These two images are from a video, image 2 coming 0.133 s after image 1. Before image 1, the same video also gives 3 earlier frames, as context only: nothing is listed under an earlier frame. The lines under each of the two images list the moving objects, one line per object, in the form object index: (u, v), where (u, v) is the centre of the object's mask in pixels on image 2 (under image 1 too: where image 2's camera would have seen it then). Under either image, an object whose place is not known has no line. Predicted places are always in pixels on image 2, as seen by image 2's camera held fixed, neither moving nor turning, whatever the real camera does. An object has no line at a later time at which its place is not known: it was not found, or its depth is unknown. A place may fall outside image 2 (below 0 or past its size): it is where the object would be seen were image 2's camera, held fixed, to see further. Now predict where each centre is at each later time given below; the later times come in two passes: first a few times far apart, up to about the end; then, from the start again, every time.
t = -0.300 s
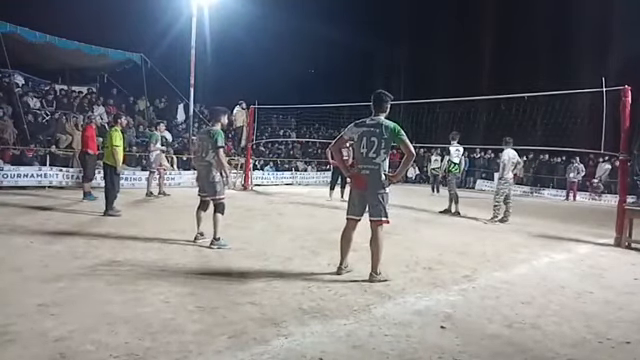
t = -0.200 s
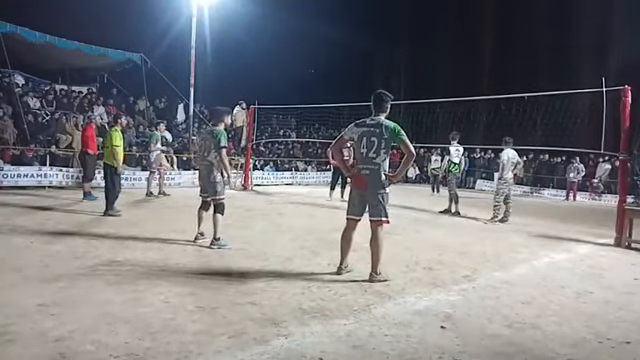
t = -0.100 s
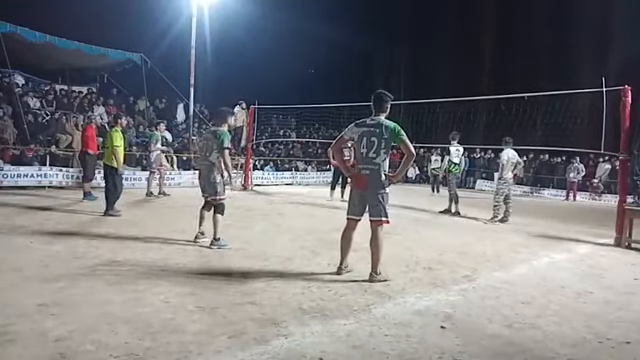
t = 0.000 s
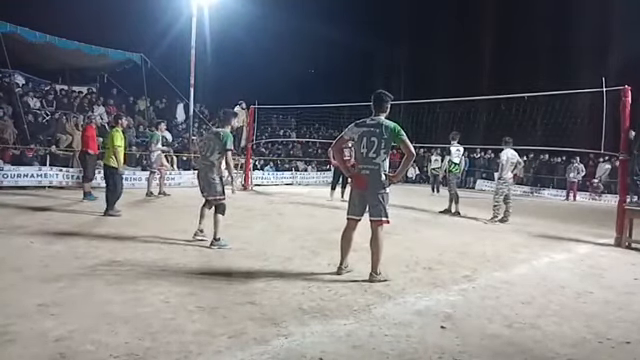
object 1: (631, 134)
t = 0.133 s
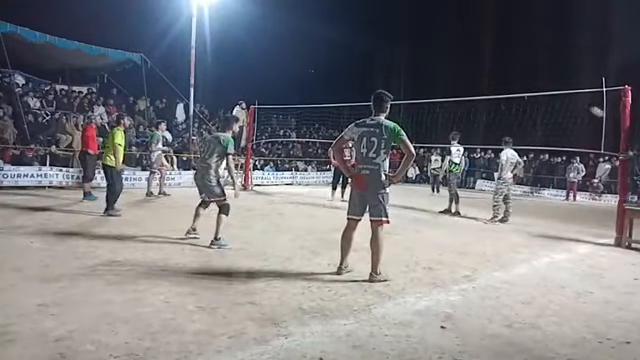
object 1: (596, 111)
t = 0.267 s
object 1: (557, 91)
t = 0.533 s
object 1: (461, 65)
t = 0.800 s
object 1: (337, 69)
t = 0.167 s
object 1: (588, 106)
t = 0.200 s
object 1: (578, 101)
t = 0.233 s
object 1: (568, 97)
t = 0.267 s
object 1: (557, 91)
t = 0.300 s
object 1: (546, 86)
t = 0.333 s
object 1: (535, 83)
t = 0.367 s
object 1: (523, 79)
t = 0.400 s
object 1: (512, 75)
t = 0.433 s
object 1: (500, 72)
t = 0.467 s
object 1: (487, 69)
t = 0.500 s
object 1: (474, 67)
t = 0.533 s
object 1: (461, 65)
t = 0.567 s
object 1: (448, 64)
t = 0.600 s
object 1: (433, 63)
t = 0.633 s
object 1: (418, 62)
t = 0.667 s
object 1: (403, 63)
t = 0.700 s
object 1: (388, 63)
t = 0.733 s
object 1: (372, 64)
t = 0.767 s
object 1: (355, 66)
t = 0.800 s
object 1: (337, 69)
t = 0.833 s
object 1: (319, 73)
